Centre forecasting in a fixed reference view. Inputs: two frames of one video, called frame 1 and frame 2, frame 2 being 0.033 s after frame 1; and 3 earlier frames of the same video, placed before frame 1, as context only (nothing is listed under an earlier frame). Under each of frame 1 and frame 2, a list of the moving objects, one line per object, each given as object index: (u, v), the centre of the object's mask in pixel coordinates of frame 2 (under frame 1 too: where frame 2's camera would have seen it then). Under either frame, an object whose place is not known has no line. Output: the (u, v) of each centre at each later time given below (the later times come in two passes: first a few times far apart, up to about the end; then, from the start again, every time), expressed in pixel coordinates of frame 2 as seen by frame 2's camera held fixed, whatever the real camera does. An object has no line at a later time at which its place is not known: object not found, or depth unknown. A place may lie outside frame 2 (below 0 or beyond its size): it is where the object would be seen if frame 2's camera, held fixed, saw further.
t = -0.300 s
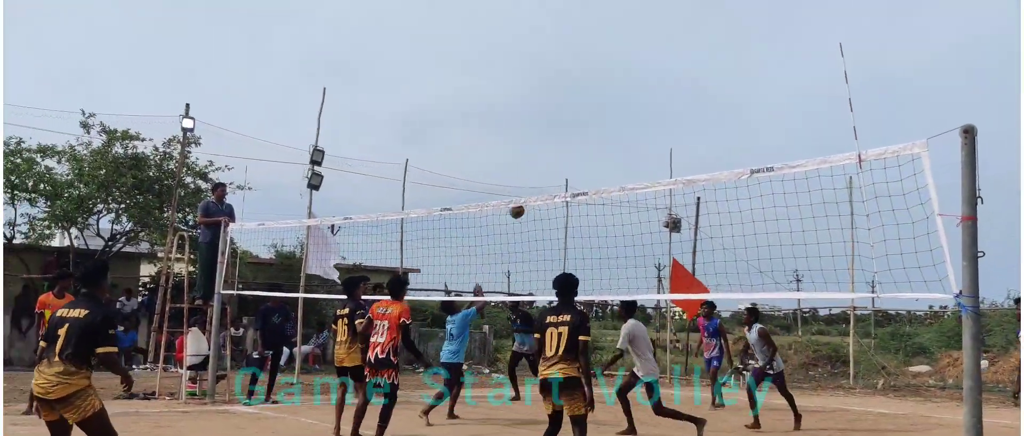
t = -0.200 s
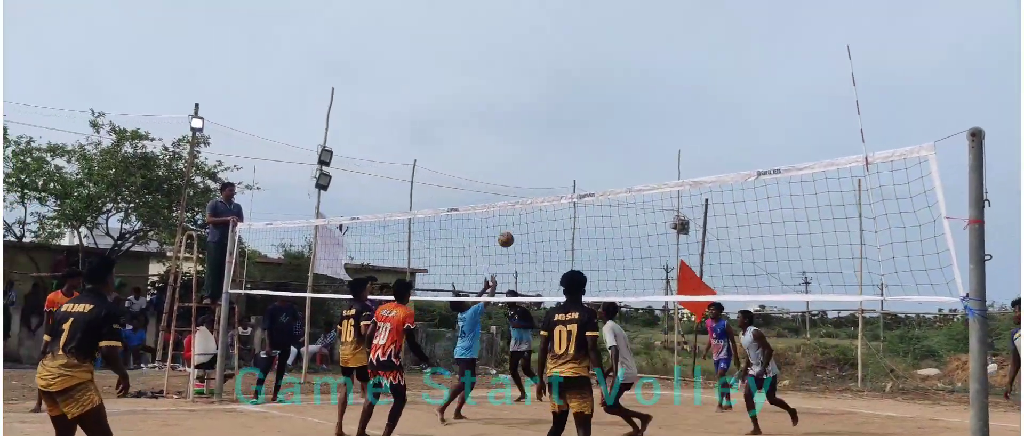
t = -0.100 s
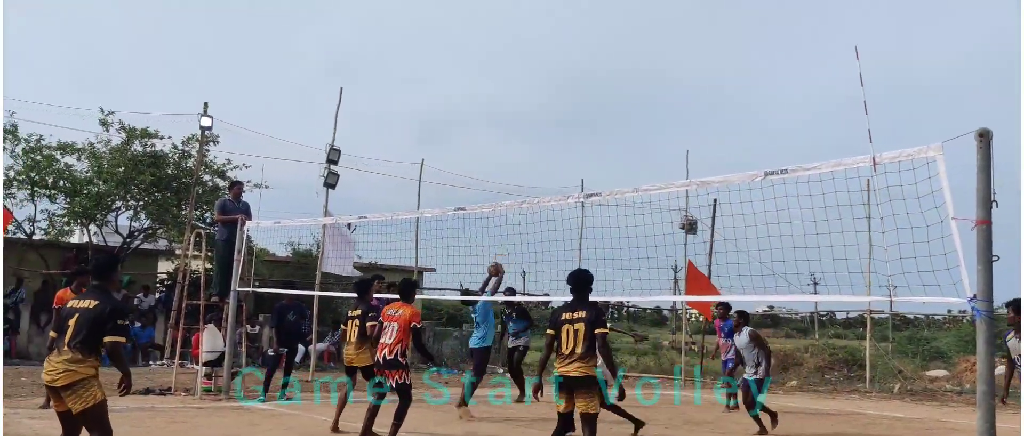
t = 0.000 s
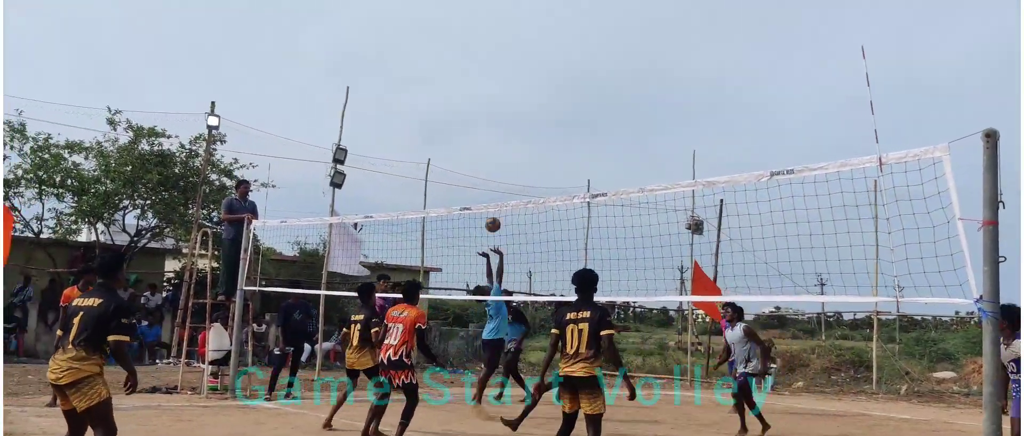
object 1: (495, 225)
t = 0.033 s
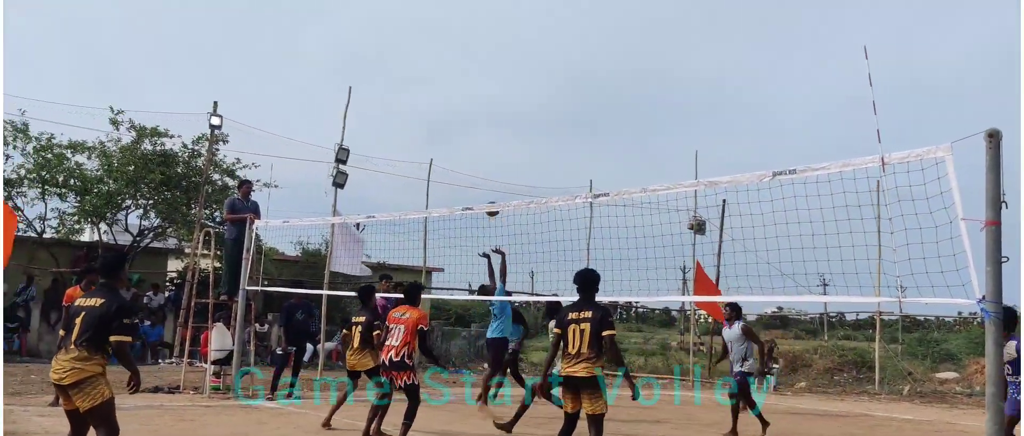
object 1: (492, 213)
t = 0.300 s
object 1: (469, 114)
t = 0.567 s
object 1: (447, 72)
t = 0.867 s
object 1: (422, 84)
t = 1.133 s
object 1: (399, 146)
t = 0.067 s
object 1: (489, 194)
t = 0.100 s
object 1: (486, 180)
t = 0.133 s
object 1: (484, 167)
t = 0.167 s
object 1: (481, 155)
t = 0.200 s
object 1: (478, 143)
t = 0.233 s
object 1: (475, 133)
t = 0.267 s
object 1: (472, 123)
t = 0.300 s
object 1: (469, 114)
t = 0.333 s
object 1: (467, 106)
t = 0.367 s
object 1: (464, 98)
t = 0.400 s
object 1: (461, 92)
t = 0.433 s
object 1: (458, 86)
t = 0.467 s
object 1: (455, 81)
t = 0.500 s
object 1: (453, 77)
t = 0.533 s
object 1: (450, 74)
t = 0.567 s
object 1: (447, 72)
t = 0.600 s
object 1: (445, 70)
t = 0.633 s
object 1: (442, 69)
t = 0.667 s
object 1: (439, 69)
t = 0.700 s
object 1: (436, 69)
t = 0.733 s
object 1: (433, 70)
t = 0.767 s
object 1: (430, 72)
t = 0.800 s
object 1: (427, 75)
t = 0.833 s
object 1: (424, 79)
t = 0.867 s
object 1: (422, 84)
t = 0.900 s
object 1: (418, 88)
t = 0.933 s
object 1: (416, 95)
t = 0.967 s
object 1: (413, 101)
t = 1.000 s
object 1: (410, 108)
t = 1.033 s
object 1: (407, 117)
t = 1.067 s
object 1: (404, 126)
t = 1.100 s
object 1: (402, 136)
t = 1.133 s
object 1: (399, 146)
